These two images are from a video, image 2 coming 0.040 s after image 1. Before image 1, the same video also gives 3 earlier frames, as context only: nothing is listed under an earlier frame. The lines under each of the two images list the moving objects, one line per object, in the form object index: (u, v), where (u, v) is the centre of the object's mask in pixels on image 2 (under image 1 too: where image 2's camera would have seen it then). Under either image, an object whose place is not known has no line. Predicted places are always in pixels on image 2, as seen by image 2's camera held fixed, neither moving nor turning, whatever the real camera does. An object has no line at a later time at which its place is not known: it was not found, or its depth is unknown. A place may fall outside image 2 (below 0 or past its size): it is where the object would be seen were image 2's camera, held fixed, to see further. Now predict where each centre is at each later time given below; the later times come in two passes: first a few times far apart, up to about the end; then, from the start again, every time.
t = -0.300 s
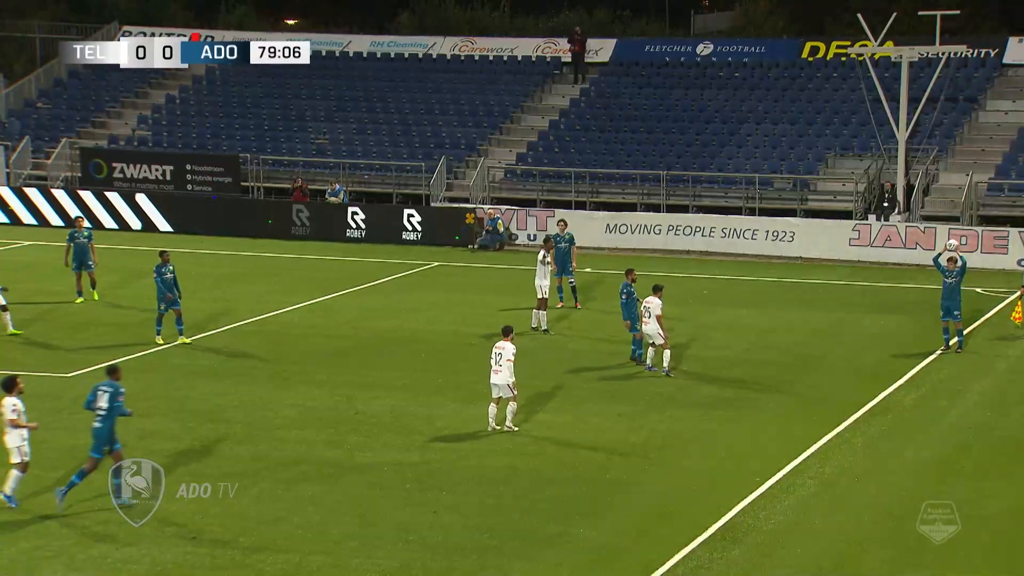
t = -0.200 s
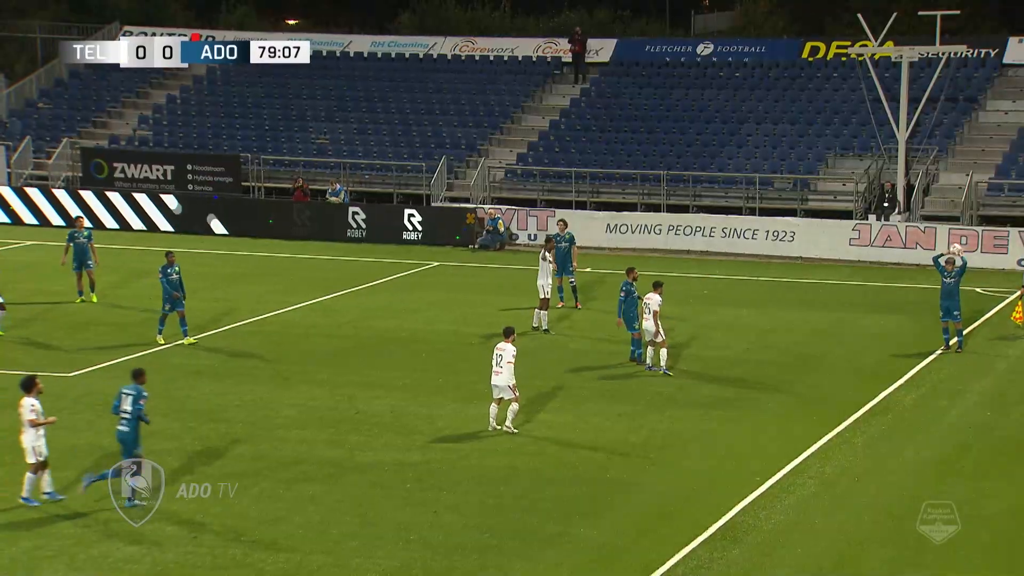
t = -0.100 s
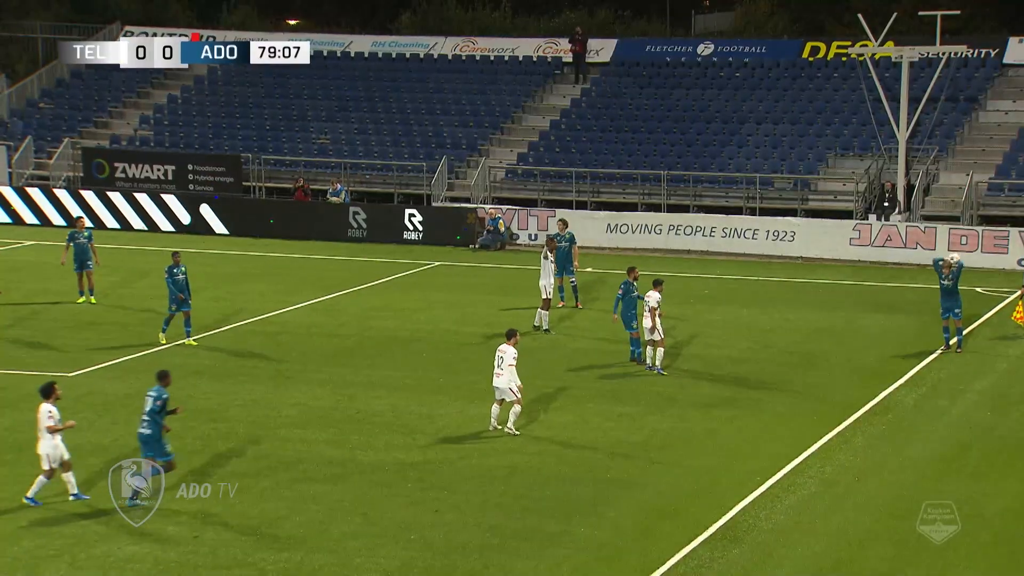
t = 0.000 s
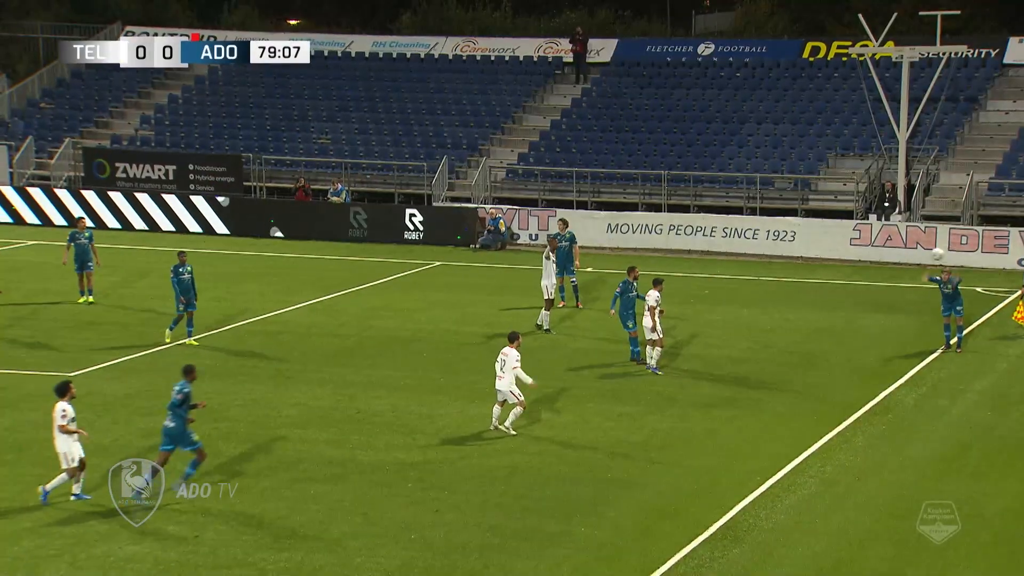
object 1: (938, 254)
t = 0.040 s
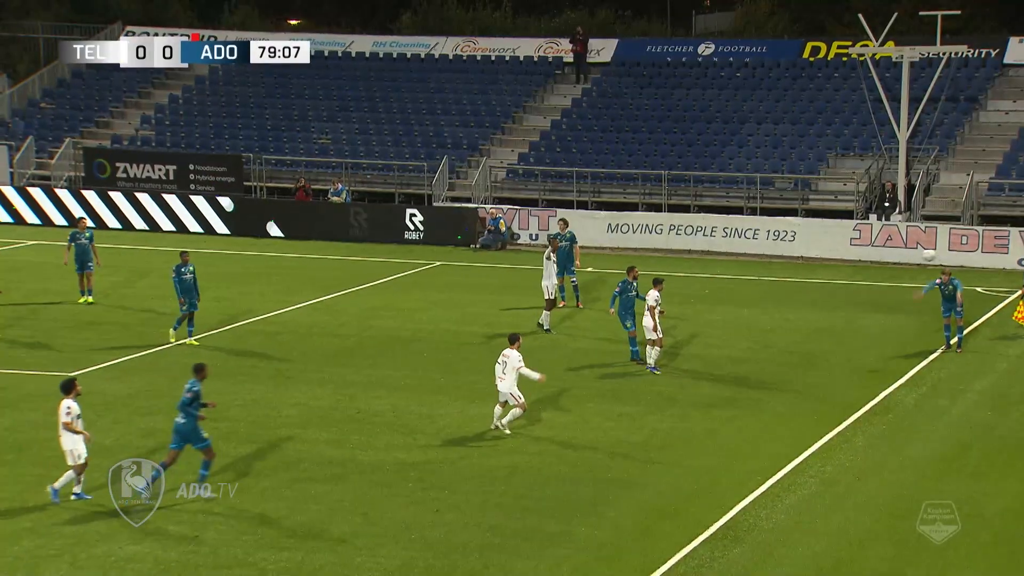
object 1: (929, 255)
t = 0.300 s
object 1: (868, 291)
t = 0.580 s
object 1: (795, 385)
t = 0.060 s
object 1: (924, 257)
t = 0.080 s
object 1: (920, 258)
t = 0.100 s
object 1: (915, 259)
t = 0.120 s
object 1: (911, 261)
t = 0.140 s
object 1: (906, 263)
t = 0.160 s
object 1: (901, 266)
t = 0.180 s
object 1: (897, 268)
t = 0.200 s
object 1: (892, 271)
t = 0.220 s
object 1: (887, 274)
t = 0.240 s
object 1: (883, 278)
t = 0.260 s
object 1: (878, 282)
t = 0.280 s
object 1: (873, 286)
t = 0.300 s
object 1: (868, 291)
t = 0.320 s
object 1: (863, 295)
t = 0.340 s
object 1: (858, 300)
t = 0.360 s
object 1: (853, 305)
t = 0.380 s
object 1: (848, 311)
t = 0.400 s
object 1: (843, 317)
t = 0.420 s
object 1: (838, 323)
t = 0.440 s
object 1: (833, 330)
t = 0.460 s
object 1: (827, 337)
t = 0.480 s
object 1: (822, 344)
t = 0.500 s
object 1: (816, 352)
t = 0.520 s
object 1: (811, 359)
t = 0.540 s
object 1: (806, 368)
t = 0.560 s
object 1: (800, 376)
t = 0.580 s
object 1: (795, 385)
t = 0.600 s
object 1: (789, 394)
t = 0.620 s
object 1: (784, 405)
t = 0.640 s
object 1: (778, 414)
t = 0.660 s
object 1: (773, 425)
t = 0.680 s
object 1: (767, 436)
